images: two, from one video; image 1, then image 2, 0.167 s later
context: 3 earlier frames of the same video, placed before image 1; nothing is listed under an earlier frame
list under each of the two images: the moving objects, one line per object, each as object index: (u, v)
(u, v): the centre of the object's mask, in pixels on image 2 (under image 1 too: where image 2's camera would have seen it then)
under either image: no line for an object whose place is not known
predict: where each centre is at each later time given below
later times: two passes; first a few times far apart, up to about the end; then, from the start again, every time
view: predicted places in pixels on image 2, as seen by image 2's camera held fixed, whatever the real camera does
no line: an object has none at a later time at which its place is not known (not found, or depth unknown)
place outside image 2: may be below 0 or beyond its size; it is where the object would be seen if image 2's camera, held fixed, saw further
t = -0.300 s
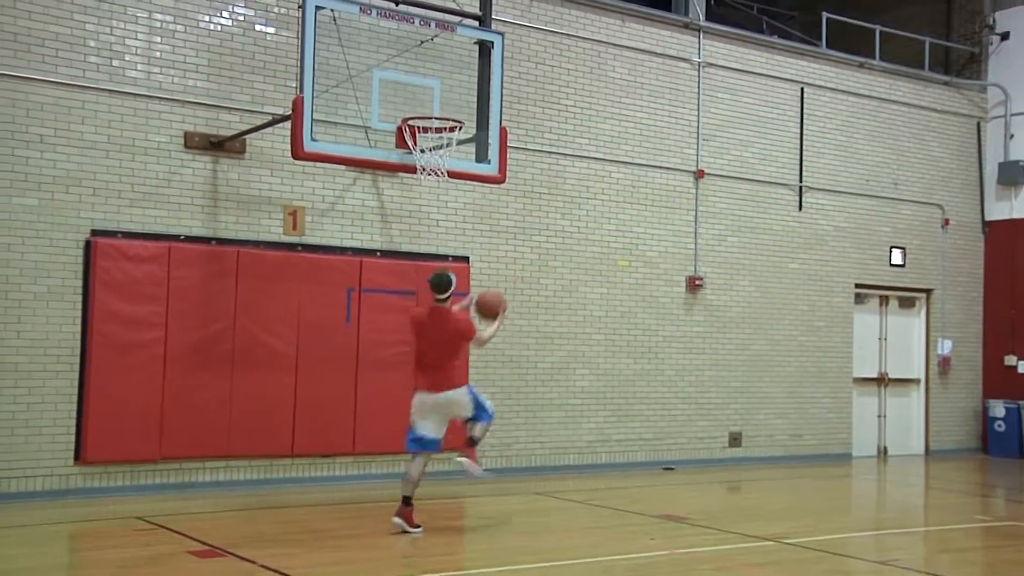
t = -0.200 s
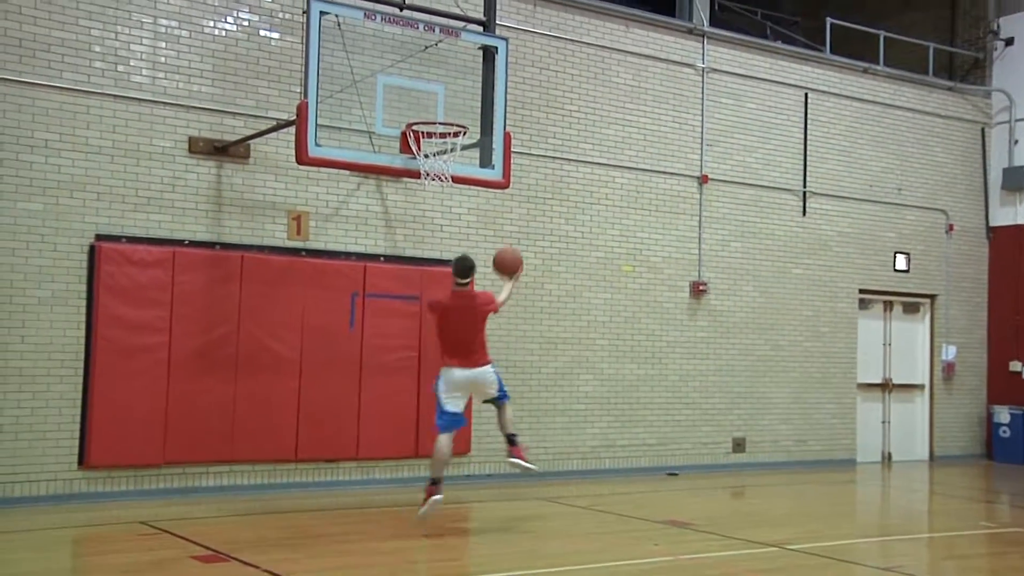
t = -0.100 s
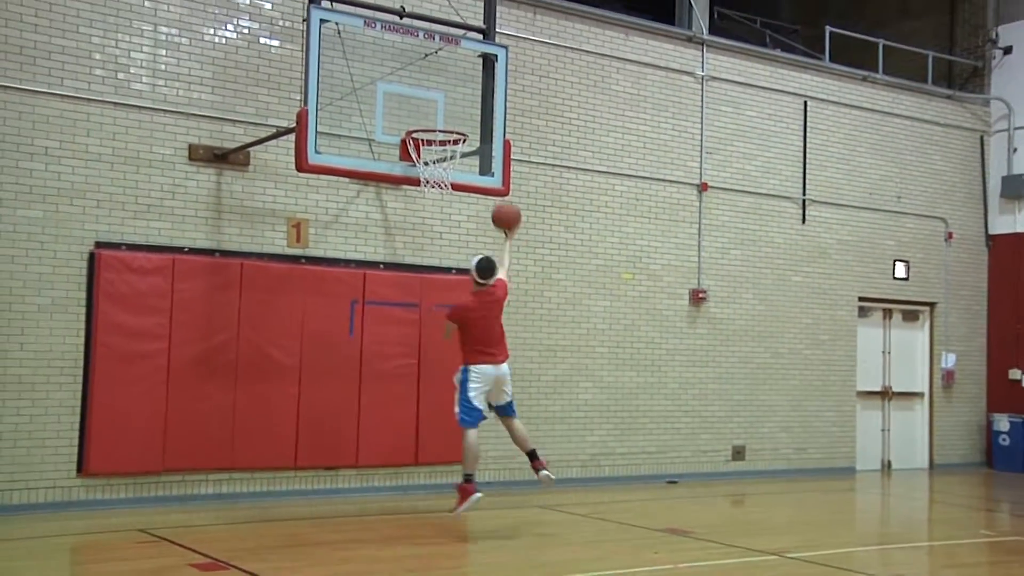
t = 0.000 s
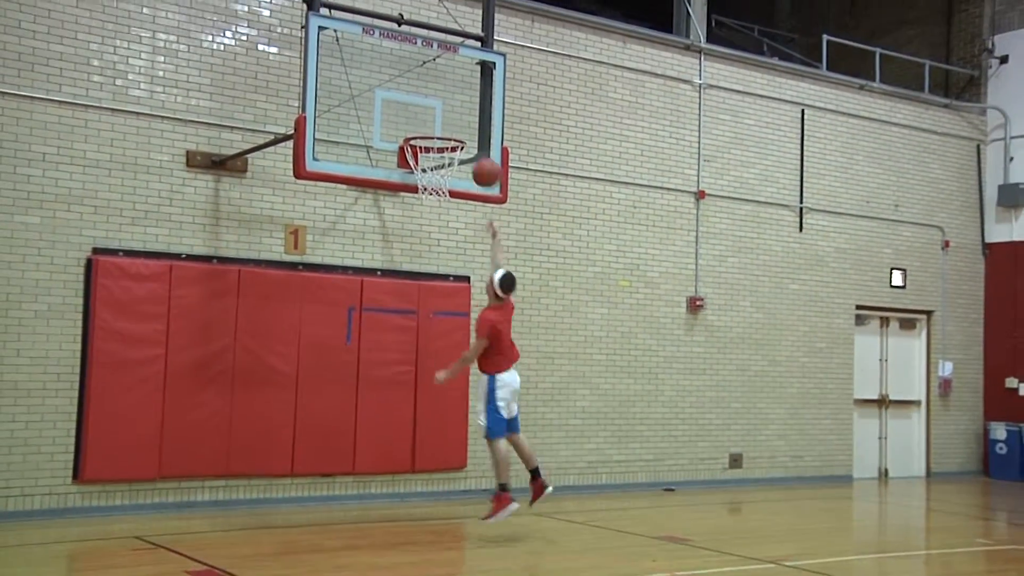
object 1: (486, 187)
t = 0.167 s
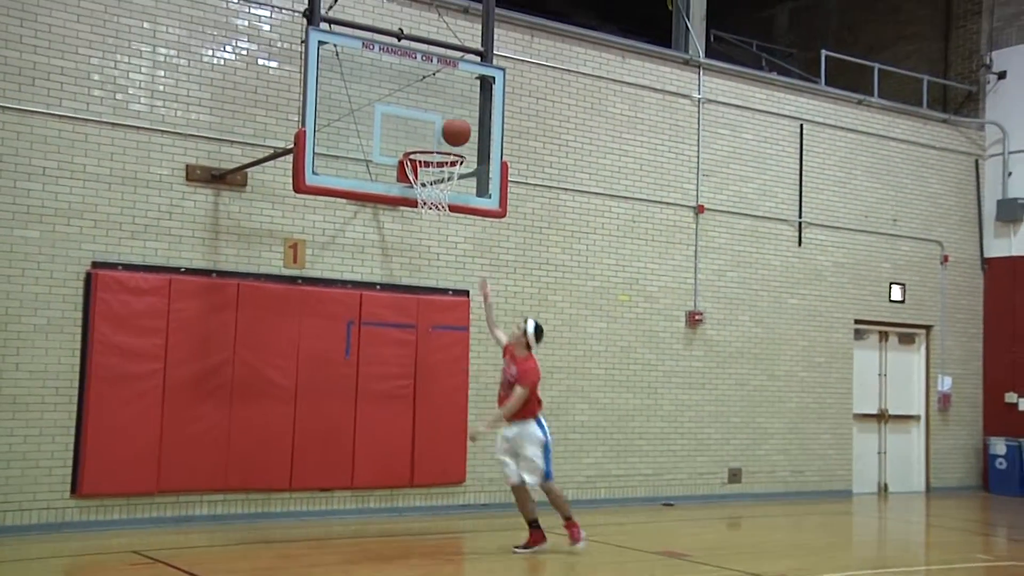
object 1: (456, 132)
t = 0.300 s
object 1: (455, 118)
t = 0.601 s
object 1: (439, 150)
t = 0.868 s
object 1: (411, 185)
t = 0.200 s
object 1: (456, 127)
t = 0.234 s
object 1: (455, 122)
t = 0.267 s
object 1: (455, 119)
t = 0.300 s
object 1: (455, 118)
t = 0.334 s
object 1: (455, 118)
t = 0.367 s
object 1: (454, 118)
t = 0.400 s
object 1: (454, 121)
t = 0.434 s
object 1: (453, 125)
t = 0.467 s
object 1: (453, 129)
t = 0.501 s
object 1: (452, 136)
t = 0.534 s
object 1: (451, 143)
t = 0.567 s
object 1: (446, 148)
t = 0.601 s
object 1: (439, 150)
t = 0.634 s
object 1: (433, 156)
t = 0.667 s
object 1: (429, 164)
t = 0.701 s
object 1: (420, 167)
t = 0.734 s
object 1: (412, 174)
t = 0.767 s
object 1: (410, 178)
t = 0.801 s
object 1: (409, 183)
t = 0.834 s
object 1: (410, 184)
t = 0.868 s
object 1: (411, 185)
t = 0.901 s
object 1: (413, 188)
